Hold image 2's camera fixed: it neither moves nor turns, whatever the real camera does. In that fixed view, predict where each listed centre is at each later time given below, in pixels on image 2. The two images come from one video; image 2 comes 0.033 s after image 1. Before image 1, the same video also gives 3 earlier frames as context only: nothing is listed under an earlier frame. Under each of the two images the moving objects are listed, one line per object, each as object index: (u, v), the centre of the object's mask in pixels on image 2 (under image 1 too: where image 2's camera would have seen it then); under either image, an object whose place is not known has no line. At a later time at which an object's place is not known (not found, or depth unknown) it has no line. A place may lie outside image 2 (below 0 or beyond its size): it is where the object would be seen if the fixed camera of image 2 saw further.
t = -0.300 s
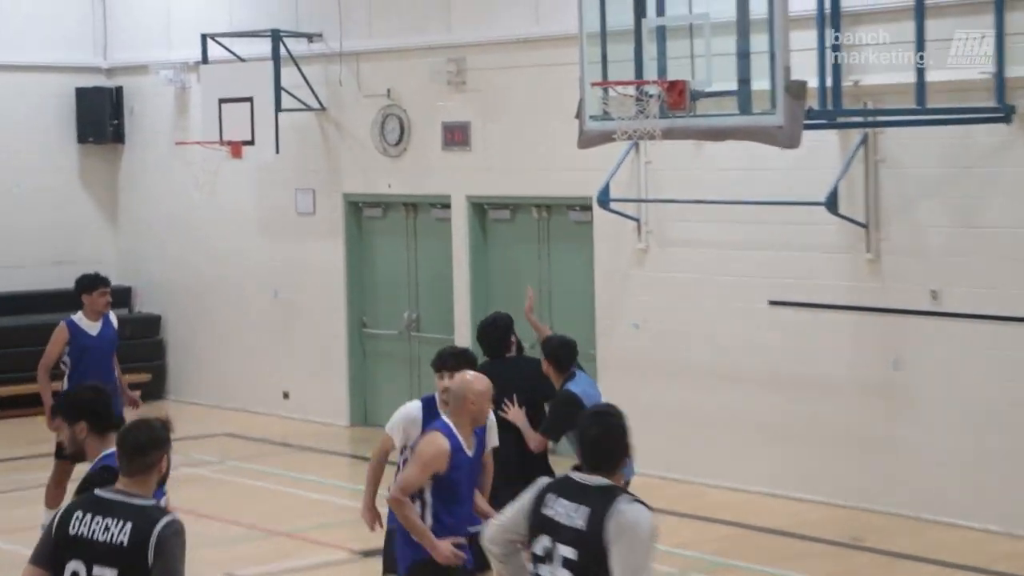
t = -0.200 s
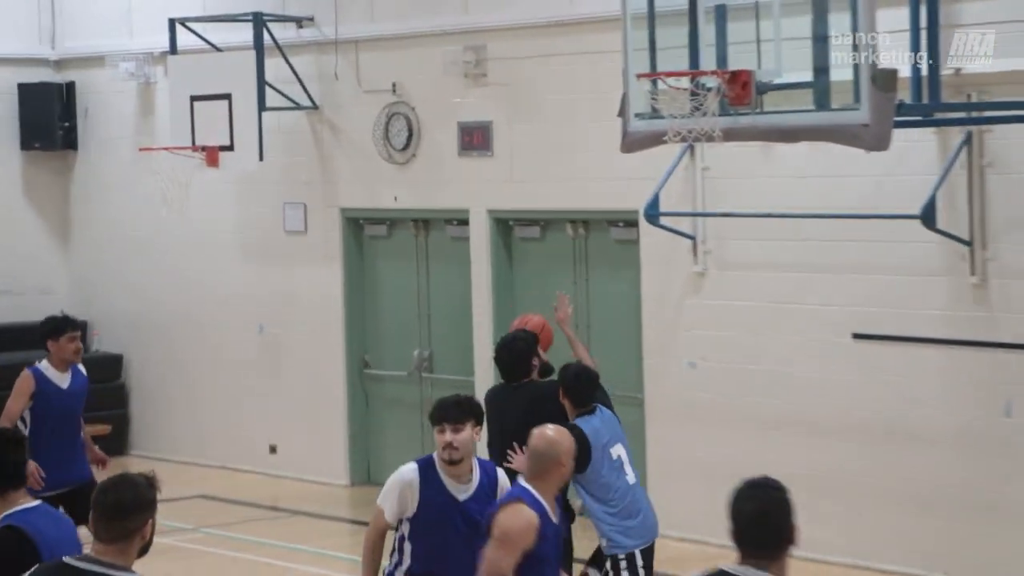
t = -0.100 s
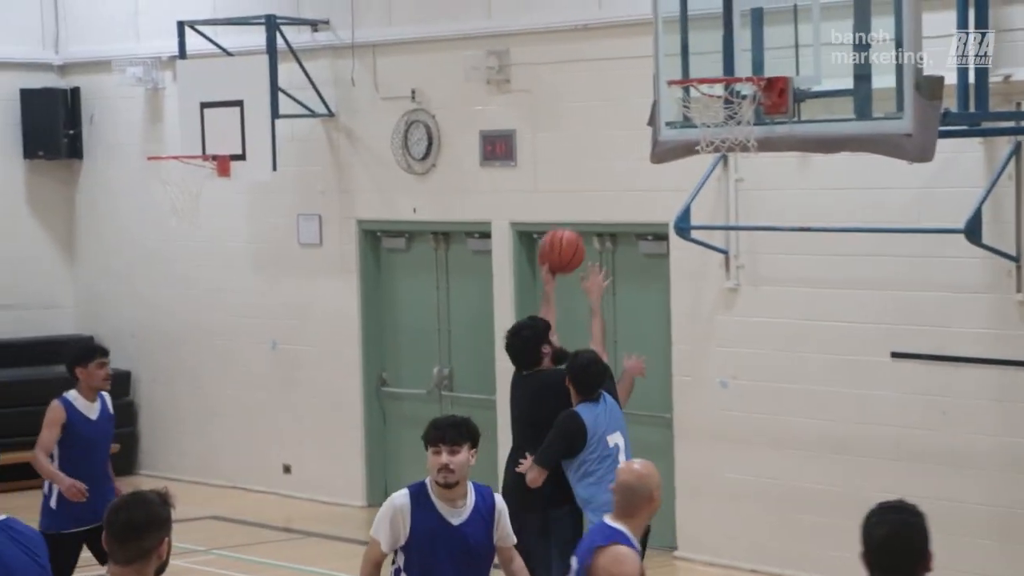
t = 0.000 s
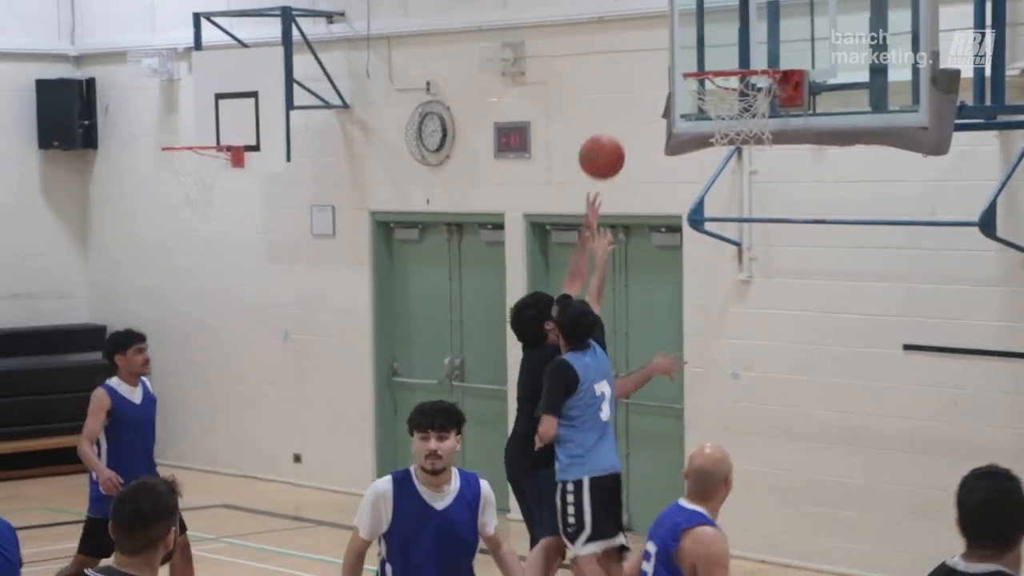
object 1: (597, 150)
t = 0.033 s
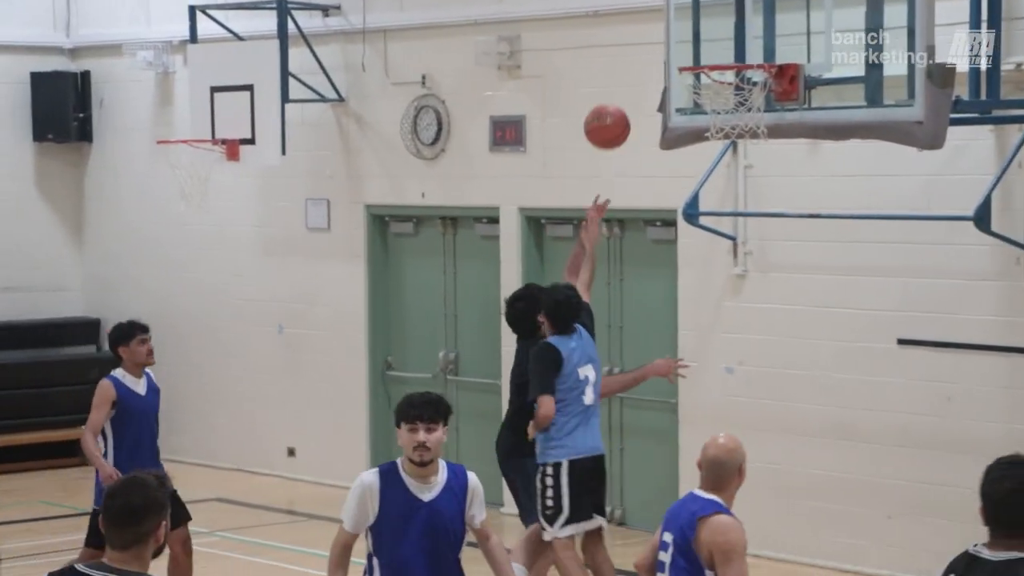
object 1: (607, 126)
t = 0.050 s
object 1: (612, 116)
